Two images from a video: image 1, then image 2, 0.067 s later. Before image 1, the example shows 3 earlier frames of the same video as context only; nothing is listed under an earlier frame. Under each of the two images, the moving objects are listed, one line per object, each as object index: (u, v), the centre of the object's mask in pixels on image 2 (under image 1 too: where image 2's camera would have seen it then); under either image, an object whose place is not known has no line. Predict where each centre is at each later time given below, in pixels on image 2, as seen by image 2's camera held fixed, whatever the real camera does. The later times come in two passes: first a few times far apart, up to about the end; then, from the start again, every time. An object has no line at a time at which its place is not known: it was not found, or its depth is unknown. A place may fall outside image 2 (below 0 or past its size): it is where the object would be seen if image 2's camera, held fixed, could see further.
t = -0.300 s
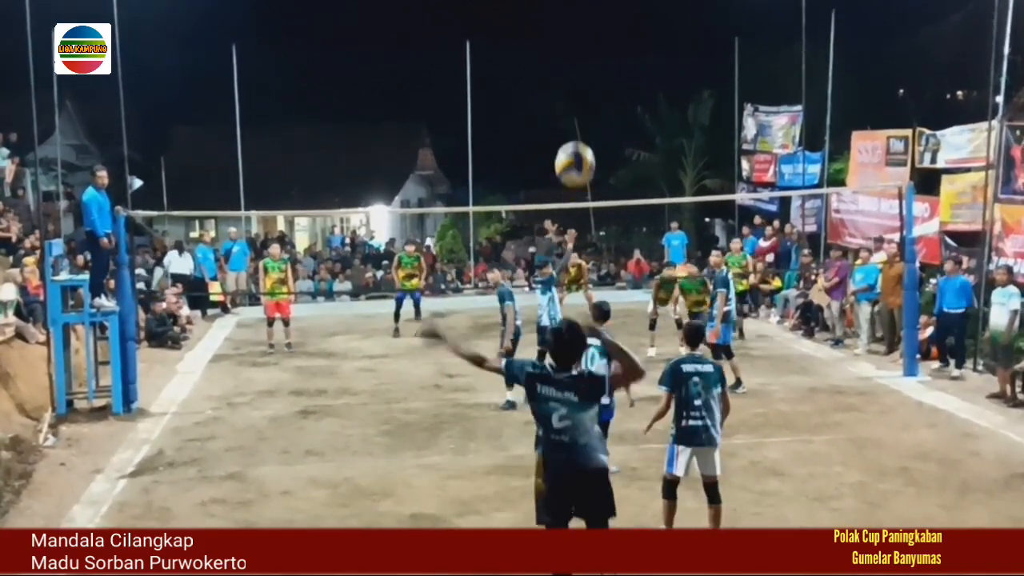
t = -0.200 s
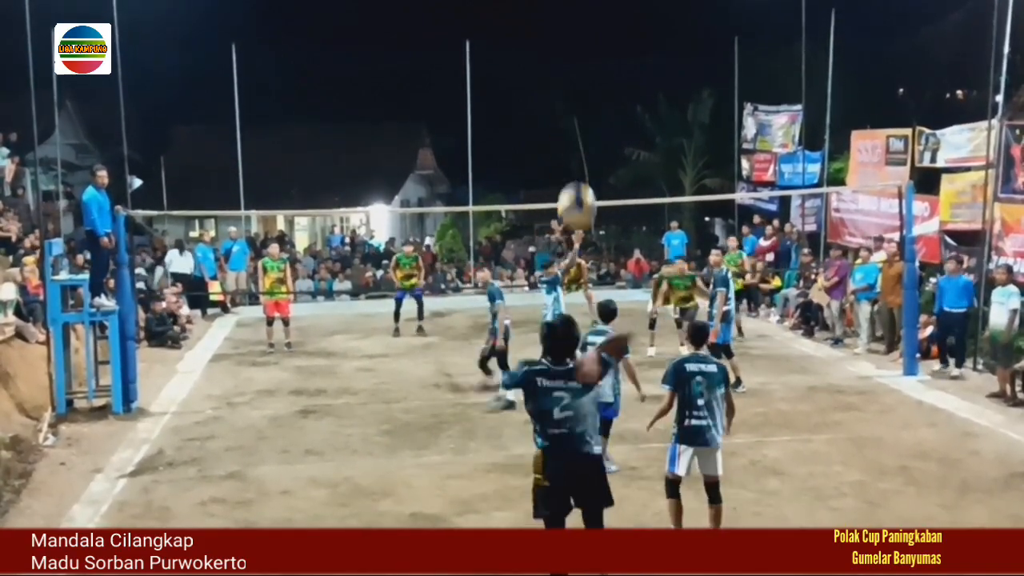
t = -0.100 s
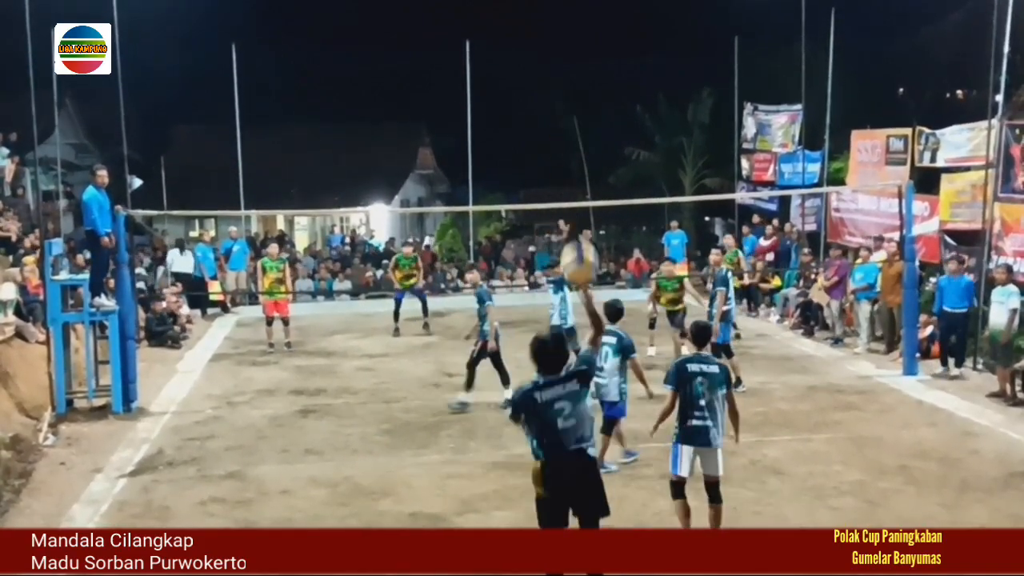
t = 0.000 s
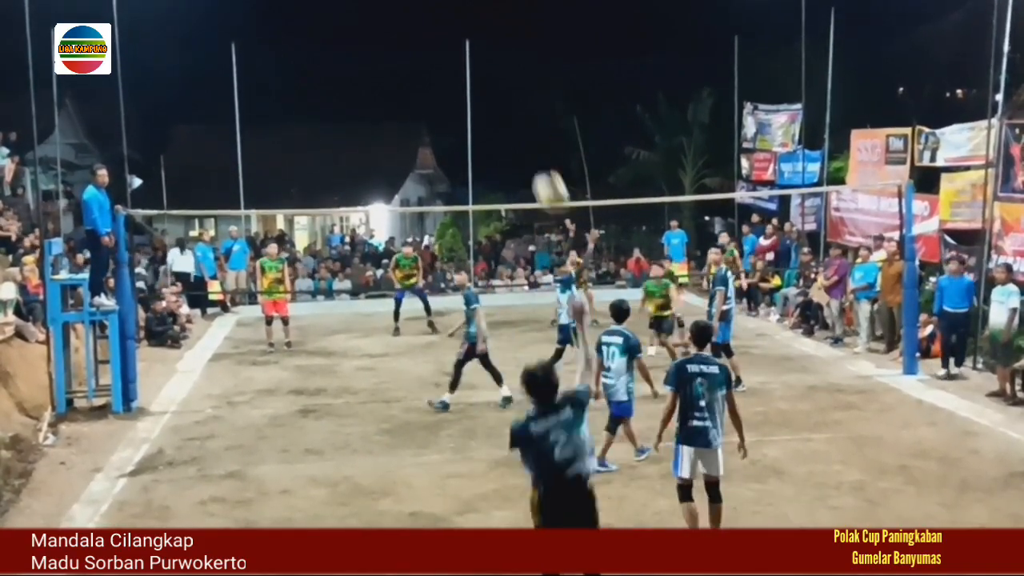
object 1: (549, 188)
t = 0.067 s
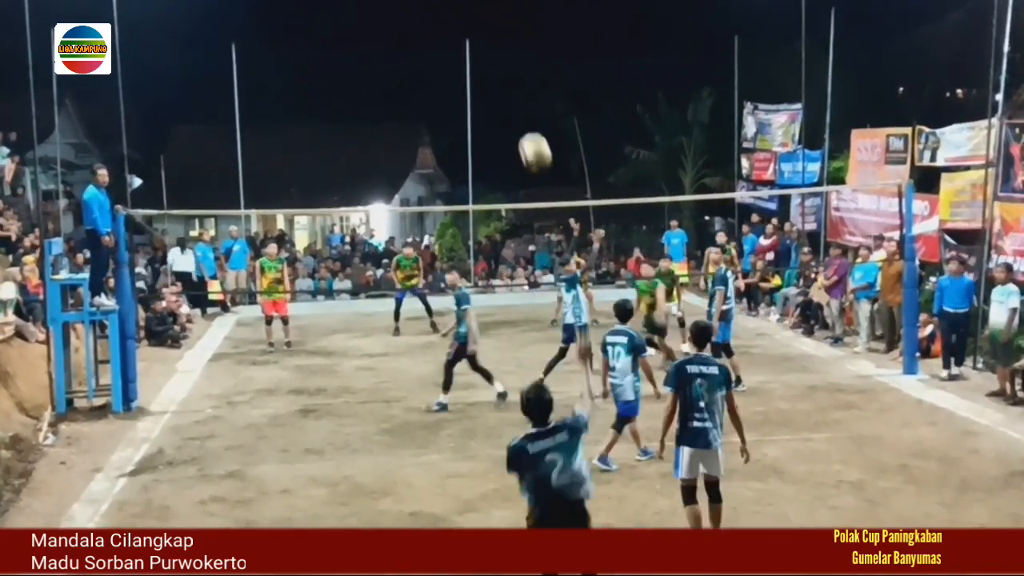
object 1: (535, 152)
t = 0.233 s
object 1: (509, 94)
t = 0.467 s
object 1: (496, 83)
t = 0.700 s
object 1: (488, 121)
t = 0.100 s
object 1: (528, 136)
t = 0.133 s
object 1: (523, 122)
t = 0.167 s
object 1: (518, 111)
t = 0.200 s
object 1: (513, 101)
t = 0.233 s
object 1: (509, 94)
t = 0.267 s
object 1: (506, 88)
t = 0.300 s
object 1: (504, 84)
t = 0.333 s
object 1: (501, 81)
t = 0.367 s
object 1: (499, 80)
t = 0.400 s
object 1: (498, 80)
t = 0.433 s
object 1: (497, 81)
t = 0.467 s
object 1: (496, 83)
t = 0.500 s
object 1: (494, 86)
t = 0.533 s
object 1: (493, 90)
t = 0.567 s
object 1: (492, 94)
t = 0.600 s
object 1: (490, 100)
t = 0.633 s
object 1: (489, 107)
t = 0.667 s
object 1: (488, 114)
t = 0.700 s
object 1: (488, 121)
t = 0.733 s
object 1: (487, 129)
